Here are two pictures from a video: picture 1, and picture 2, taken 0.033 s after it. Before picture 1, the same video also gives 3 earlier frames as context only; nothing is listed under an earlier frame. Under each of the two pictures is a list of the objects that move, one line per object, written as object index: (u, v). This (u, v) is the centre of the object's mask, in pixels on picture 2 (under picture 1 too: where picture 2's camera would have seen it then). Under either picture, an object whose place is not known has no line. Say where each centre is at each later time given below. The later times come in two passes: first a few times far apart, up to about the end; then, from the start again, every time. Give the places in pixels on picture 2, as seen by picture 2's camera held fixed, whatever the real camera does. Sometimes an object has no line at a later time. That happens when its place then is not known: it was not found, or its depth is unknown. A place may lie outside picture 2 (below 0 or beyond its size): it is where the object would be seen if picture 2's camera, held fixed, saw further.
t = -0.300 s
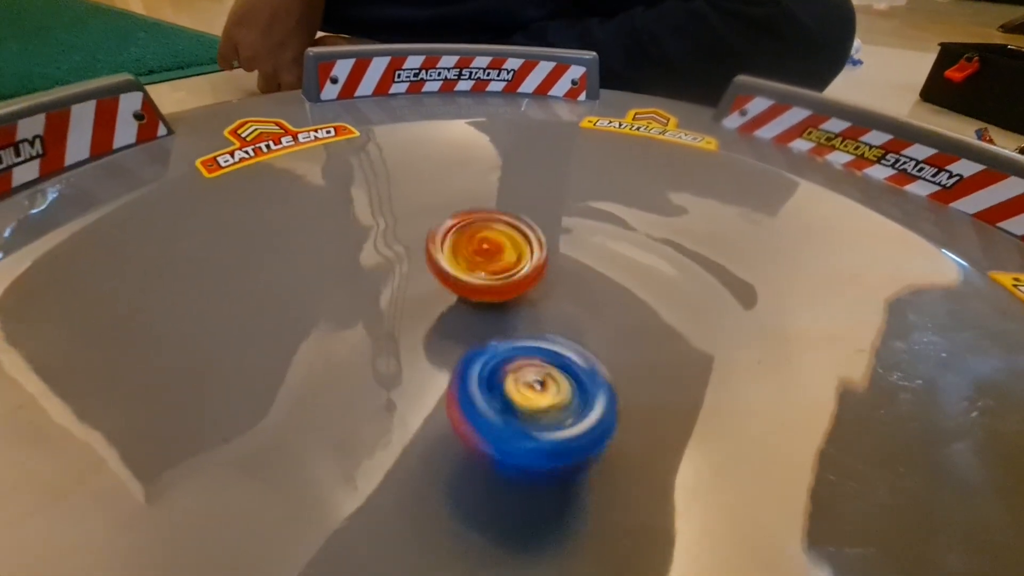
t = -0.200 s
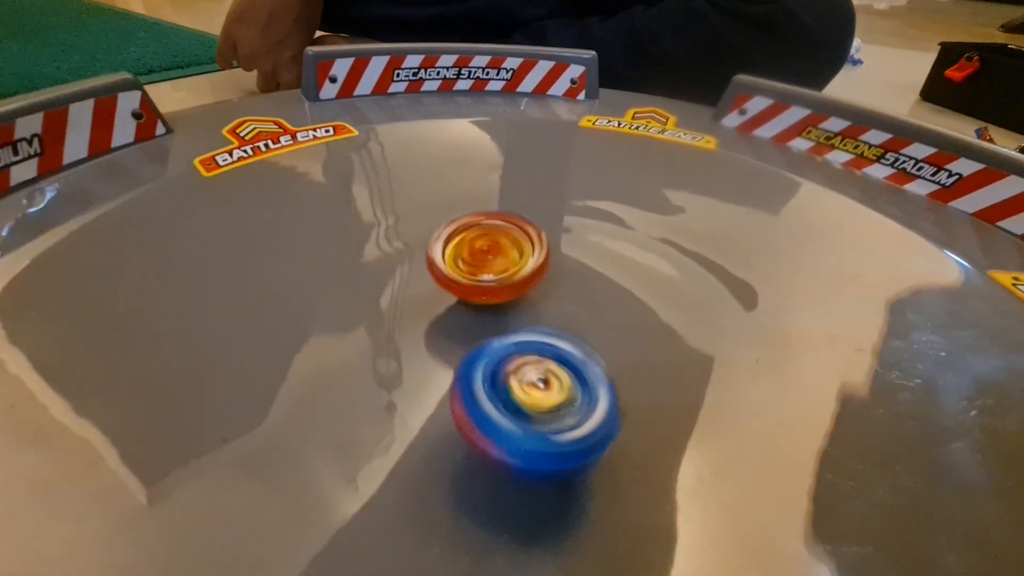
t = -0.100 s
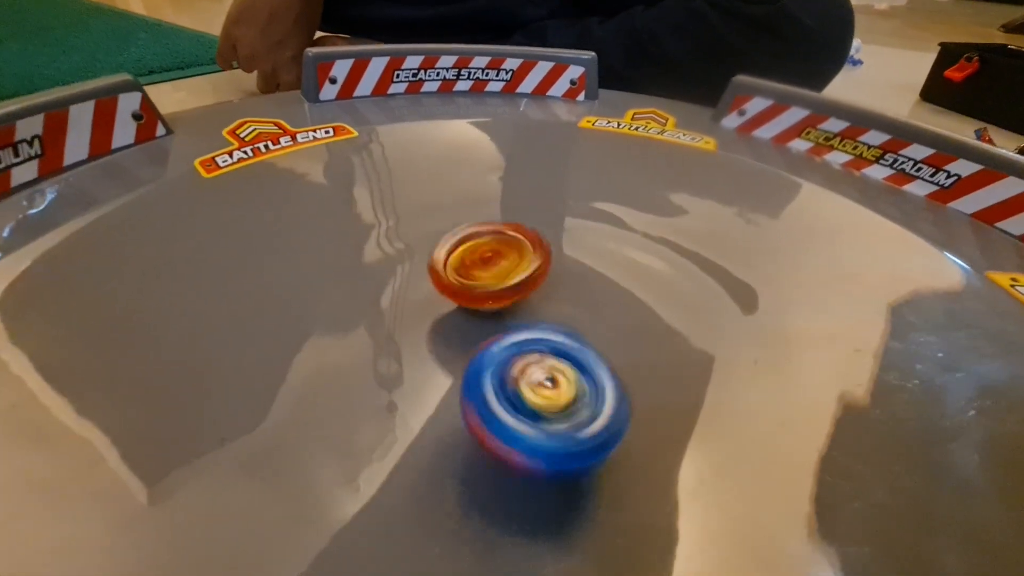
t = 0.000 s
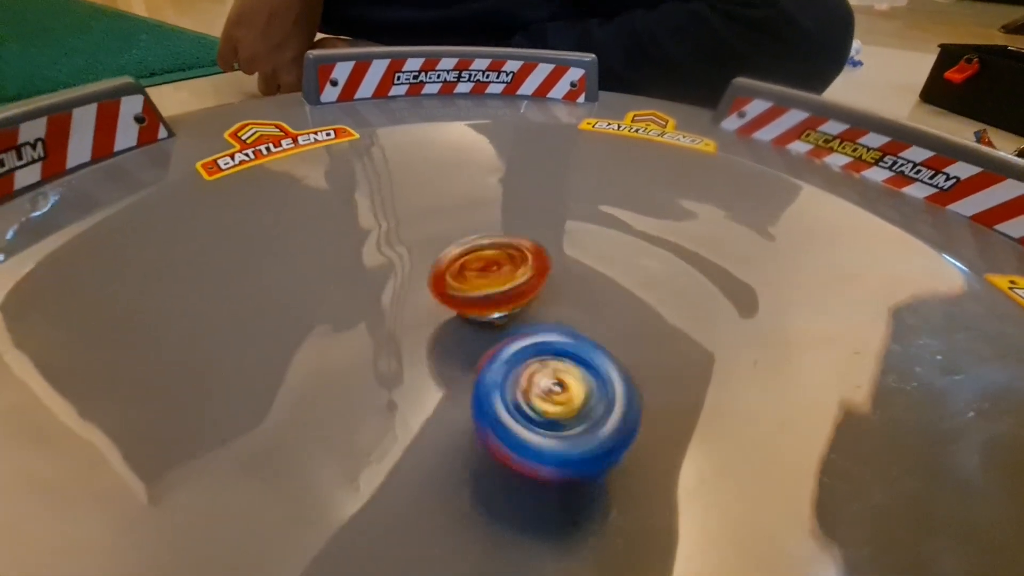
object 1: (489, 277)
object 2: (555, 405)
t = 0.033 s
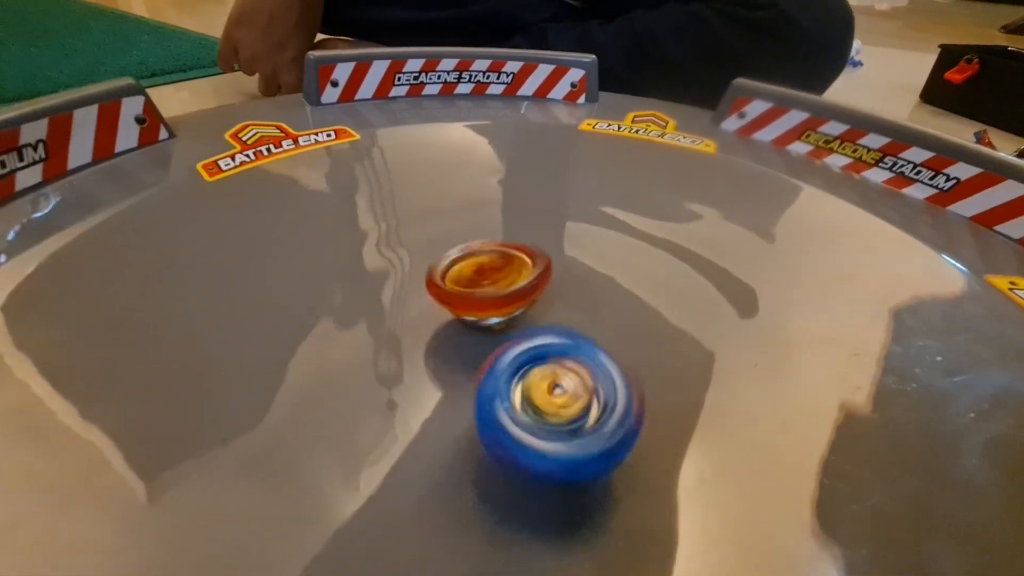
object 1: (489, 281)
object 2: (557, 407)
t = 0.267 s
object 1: (473, 289)
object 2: (580, 410)
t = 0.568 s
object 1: (479, 288)
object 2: (595, 403)
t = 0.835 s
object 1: (489, 306)
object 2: (616, 394)
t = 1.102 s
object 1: (482, 313)
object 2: (631, 391)
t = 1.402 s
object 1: (498, 315)
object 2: (645, 379)
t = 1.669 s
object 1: (517, 321)
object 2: (649, 391)
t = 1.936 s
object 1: (526, 319)
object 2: (647, 382)
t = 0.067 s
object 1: (488, 285)
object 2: (559, 406)
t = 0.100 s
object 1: (486, 286)
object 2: (565, 406)
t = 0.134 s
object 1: (482, 288)
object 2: (568, 409)
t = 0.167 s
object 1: (479, 291)
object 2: (572, 408)
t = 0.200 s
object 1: (479, 291)
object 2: (576, 408)
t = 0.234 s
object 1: (476, 290)
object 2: (578, 409)
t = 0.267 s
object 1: (473, 289)
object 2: (580, 410)
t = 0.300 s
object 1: (473, 290)
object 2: (580, 409)
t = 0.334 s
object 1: (473, 289)
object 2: (584, 410)
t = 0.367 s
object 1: (472, 287)
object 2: (585, 410)
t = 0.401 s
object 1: (472, 288)
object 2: (587, 410)
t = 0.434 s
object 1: (473, 287)
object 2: (590, 409)
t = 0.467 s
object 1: (475, 285)
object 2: (589, 409)
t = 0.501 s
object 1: (475, 287)
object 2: (590, 405)
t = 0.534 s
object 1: (477, 288)
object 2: (594, 404)
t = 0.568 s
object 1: (479, 288)
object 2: (595, 403)
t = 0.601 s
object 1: (480, 291)
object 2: (597, 400)
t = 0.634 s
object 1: (481, 292)
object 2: (601, 399)
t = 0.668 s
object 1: (484, 294)
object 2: (602, 400)
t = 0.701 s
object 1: (486, 296)
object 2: (605, 399)
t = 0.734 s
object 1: (487, 297)
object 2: (608, 398)
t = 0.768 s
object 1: (488, 301)
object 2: (610, 397)
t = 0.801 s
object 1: (489, 304)
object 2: (613, 396)
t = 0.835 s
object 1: (489, 306)
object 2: (616, 394)
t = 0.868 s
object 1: (488, 308)
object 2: (618, 395)
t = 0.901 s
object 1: (488, 310)
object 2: (622, 394)
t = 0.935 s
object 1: (488, 312)
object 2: (624, 395)
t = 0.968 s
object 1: (486, 311)
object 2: (627, 395)
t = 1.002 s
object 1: (484, 314)
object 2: (628, 395)
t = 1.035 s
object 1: (485, 315)
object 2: (628, 394)
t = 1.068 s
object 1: (484, 314)
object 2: (630, 392)
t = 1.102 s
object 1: (482, 313)
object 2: (631, 391)
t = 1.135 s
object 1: (483, 314)
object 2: (631, 389)
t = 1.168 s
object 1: (482, 313)
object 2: (634, 388)
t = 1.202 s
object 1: (484, 312)
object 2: (635, 389)
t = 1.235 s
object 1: (486, 313)
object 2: (633, 387)
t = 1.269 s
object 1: (488, 312)
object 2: (635, 384)
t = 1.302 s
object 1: (492, 312)
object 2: (637, 384)
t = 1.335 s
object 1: (494, 315)
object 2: (638, 382)
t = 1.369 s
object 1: (495, 315)
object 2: (642, 379)
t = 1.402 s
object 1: (498, 315)
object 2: (645, 379)
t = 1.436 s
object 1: (501, 317)
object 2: (647, 380)
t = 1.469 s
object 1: (504, 319)
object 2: (648, 378)
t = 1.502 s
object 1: (508, 321)
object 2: (651, 378)
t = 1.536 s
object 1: (508, 322)
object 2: (655, 380)
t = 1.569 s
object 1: (507, 320)
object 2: (660, 385)
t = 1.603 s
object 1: (513, 319)
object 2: (660, 391)
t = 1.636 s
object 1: (515, 319)
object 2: (655, 392)
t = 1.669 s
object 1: (517, 321)
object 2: (649, 391)
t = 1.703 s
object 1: (519, 324)
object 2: (648, 386)
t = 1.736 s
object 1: (517, 324)
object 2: (653, 383)
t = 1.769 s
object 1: (514, 323)
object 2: (657, 387)
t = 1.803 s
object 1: (513, 319)
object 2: (661, 388)
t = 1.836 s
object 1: (517, 316)
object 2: (661, 388)
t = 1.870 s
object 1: (523, 317)
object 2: (658, 390)
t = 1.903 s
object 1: (527, 318)
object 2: (652, 385)
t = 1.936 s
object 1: (526, 319)
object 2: (647, 382)
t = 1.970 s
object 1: (524, 316)
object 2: (651, 383)
